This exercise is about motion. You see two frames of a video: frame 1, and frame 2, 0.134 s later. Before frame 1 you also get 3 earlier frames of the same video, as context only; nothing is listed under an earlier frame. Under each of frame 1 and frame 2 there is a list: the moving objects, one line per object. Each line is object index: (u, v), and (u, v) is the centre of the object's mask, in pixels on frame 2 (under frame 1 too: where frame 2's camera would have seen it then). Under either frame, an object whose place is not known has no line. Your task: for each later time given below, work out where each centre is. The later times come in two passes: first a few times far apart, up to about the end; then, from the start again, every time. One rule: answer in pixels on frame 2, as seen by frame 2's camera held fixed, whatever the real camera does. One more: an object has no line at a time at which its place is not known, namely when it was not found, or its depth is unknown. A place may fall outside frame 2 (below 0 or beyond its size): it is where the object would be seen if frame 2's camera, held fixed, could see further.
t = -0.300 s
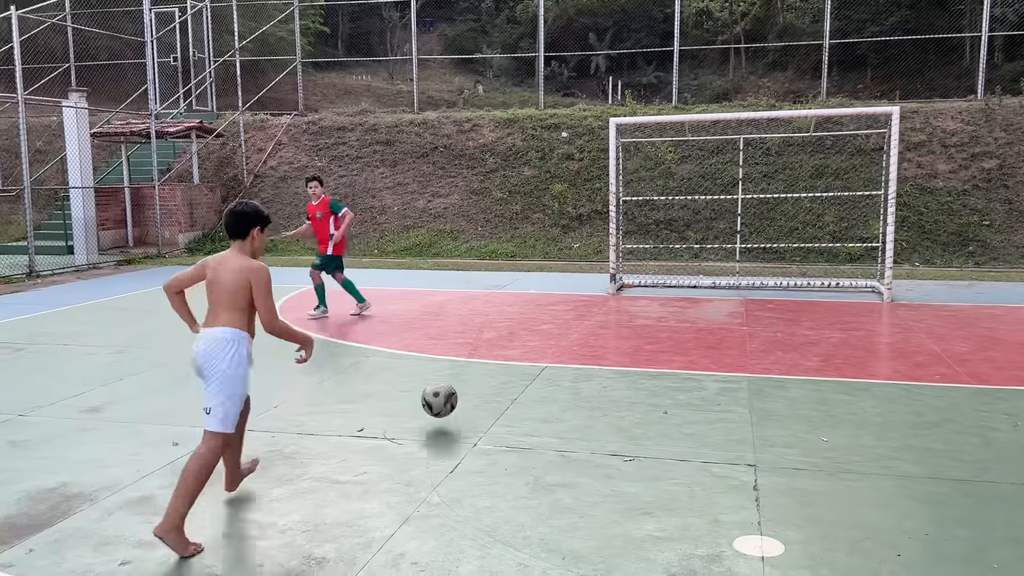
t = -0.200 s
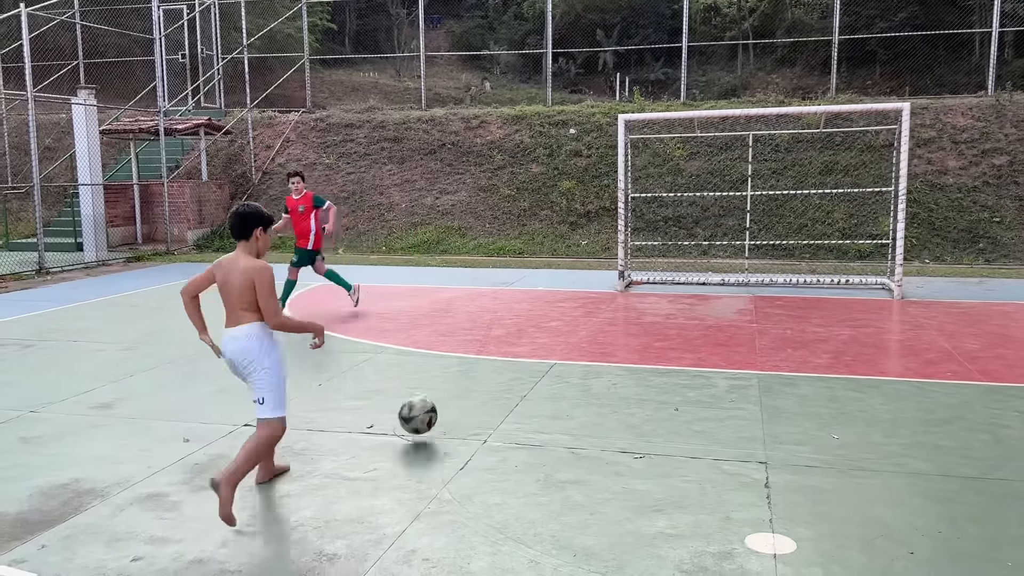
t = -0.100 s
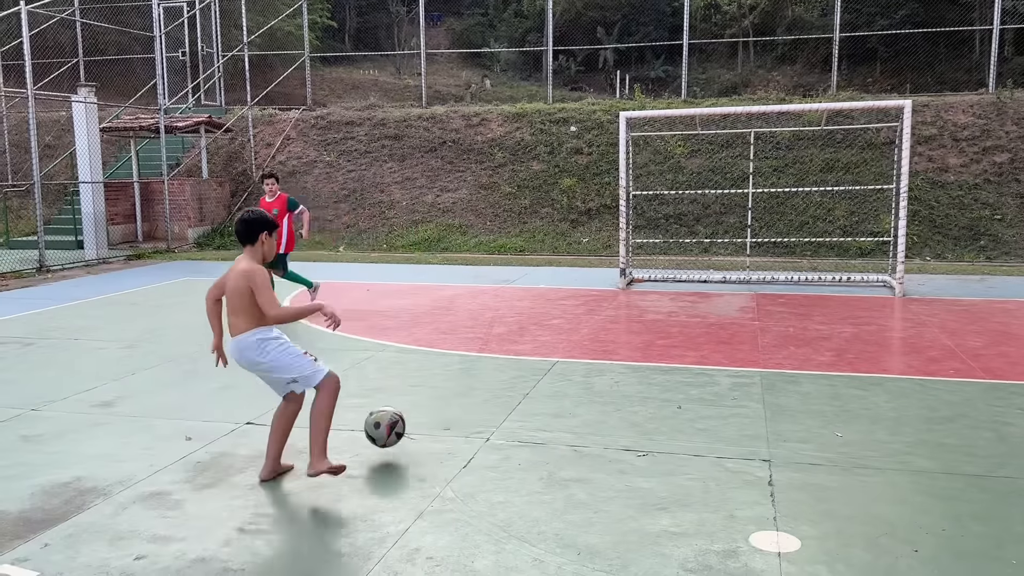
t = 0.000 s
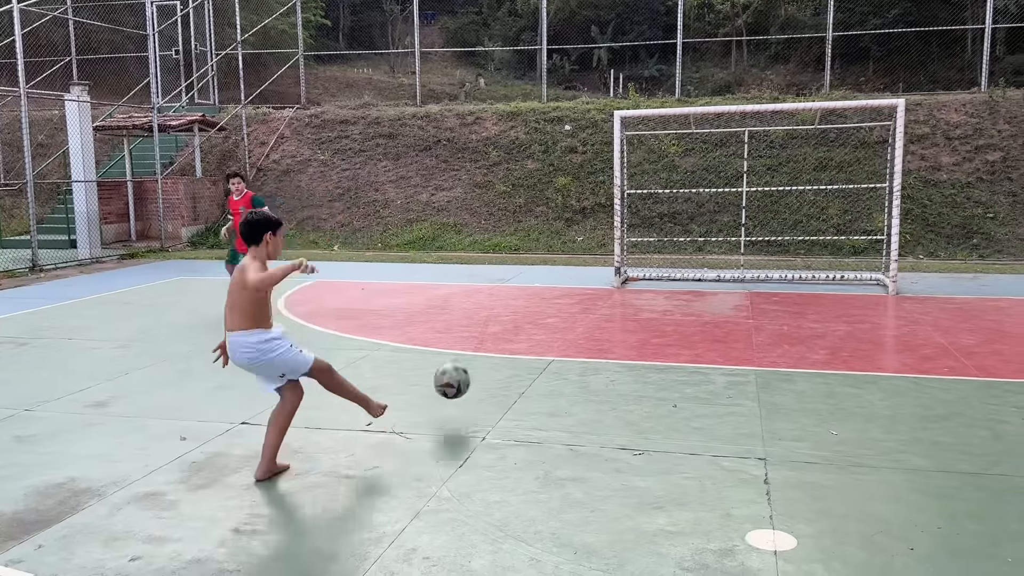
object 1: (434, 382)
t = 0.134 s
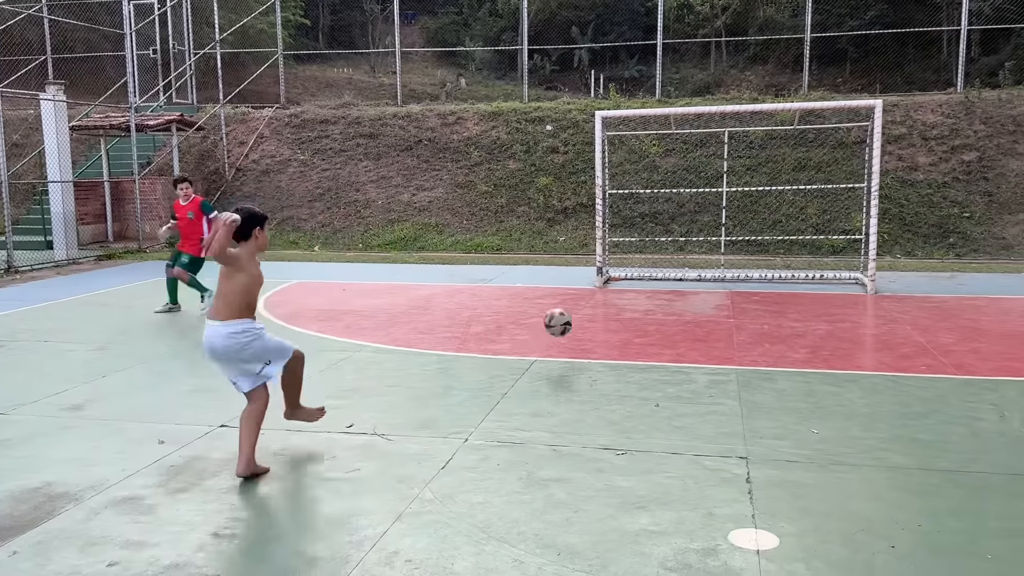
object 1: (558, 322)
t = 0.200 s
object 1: (603, 309)
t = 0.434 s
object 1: (702, 278)
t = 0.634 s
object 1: (751, 258)
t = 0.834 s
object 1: (797, 279)
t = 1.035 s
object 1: (837, 275)
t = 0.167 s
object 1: (581, 314)
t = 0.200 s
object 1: (603, 309)
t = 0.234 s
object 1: (621, 304)
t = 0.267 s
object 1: (639, 302)
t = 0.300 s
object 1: (654, 301)
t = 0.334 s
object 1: (668, 301)
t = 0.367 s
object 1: (682, 297)
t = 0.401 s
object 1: (693, 285)
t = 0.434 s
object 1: (702, 278)
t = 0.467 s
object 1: (712, 271)
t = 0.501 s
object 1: (721, 265)
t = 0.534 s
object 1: (730, 262)
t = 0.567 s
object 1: (738, 259)
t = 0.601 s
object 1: (743, 258)
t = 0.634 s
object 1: (751, 258)
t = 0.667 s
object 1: (758, 259)
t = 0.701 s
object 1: (766, 261)
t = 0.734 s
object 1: (773, 264)
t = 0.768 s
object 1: (781, 268)
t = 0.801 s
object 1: (789, 273)
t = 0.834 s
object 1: (797, 279)
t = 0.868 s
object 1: (806, 284)
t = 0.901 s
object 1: (812, 283)
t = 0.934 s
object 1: (818, 280)
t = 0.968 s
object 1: (824, 278)
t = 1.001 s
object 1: (830, 276)
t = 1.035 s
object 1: (837, 275)
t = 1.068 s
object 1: (842, 276)
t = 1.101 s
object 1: (848, 277)
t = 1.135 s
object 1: (852, 280)
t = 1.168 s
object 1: (860, 284)
